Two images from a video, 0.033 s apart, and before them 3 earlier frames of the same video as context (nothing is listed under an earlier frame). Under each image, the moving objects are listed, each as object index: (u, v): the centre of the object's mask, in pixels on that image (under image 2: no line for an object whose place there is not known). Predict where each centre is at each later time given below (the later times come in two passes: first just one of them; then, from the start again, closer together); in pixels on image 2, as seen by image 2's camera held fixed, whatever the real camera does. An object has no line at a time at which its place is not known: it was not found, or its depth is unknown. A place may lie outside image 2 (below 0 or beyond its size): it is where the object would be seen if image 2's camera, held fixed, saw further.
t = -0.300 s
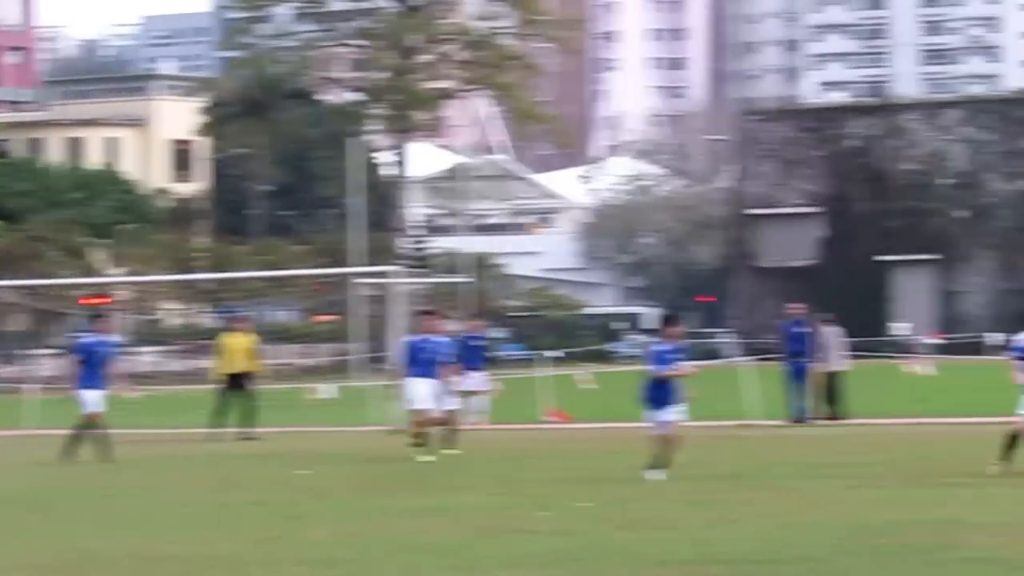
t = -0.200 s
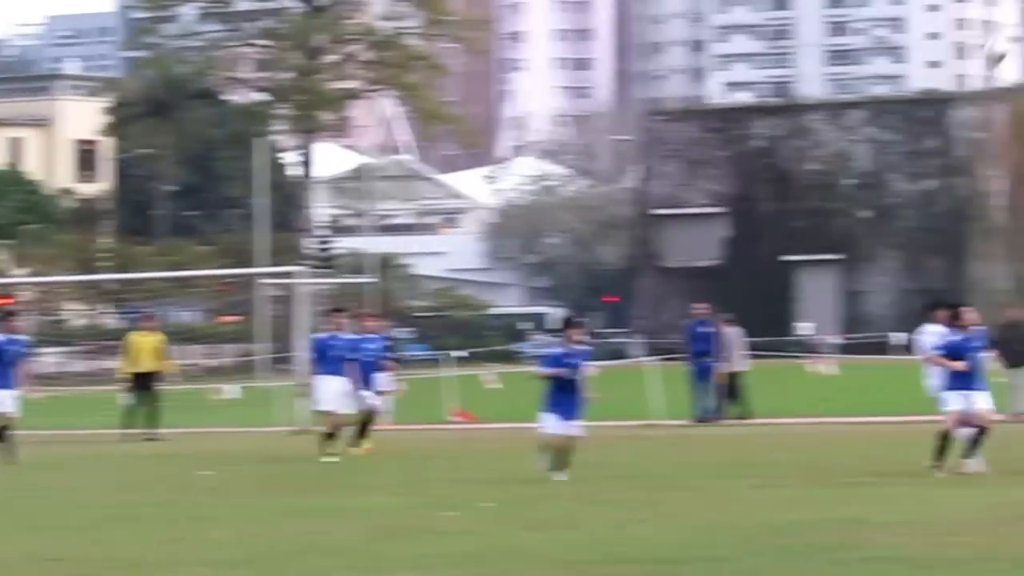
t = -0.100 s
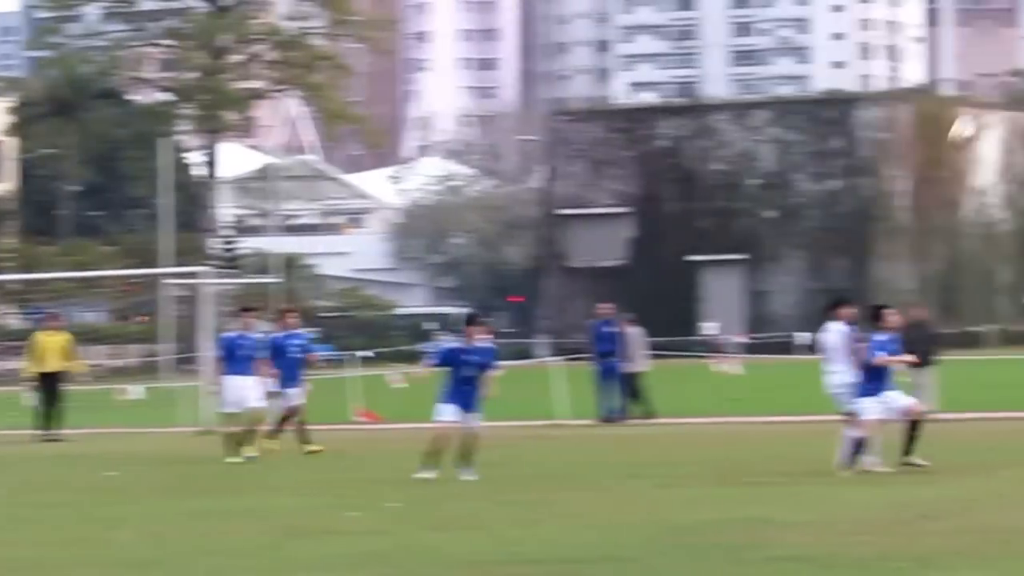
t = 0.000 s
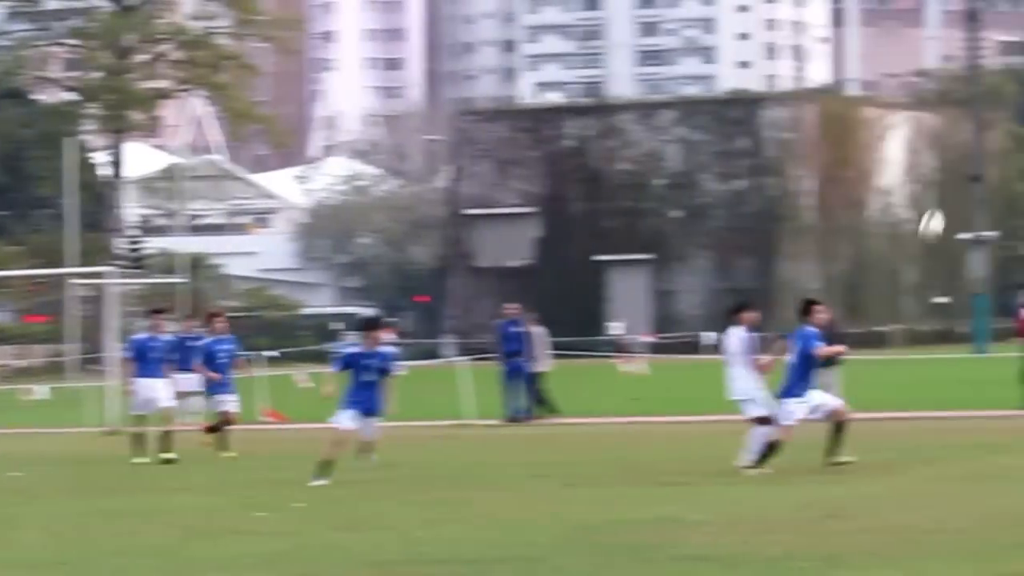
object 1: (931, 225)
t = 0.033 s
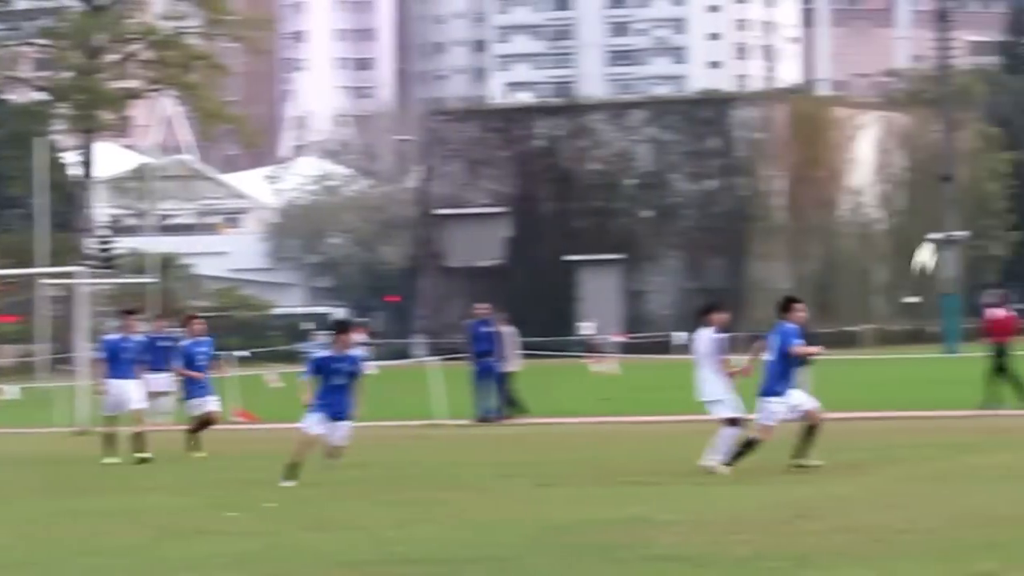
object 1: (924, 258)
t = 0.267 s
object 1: (1075, 433)
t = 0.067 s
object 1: (948, 293)
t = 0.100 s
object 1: (971, 327)
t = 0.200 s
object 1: (1051, 446)
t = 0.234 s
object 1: (1068, 459)
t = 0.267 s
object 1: (1075, 433)
